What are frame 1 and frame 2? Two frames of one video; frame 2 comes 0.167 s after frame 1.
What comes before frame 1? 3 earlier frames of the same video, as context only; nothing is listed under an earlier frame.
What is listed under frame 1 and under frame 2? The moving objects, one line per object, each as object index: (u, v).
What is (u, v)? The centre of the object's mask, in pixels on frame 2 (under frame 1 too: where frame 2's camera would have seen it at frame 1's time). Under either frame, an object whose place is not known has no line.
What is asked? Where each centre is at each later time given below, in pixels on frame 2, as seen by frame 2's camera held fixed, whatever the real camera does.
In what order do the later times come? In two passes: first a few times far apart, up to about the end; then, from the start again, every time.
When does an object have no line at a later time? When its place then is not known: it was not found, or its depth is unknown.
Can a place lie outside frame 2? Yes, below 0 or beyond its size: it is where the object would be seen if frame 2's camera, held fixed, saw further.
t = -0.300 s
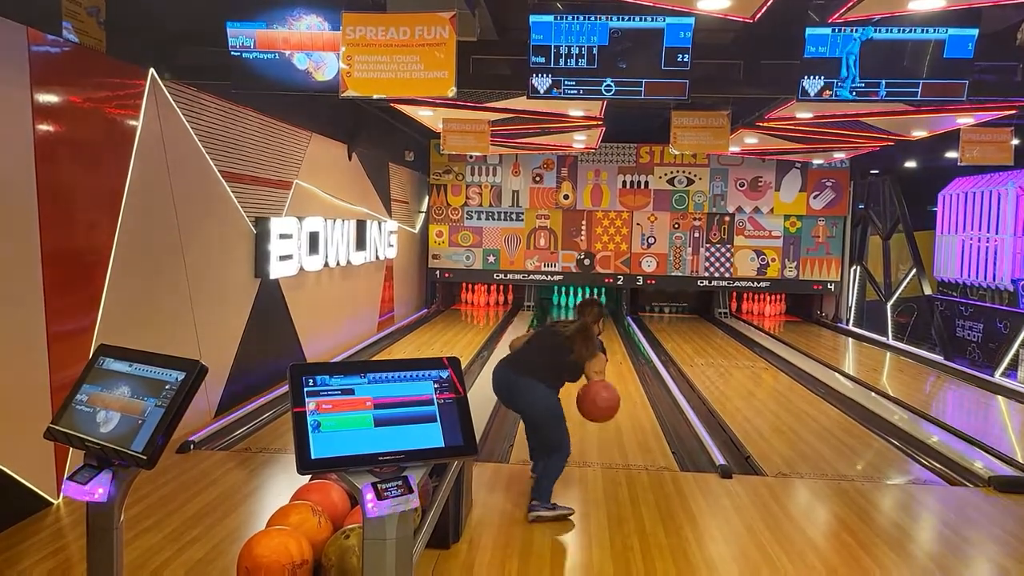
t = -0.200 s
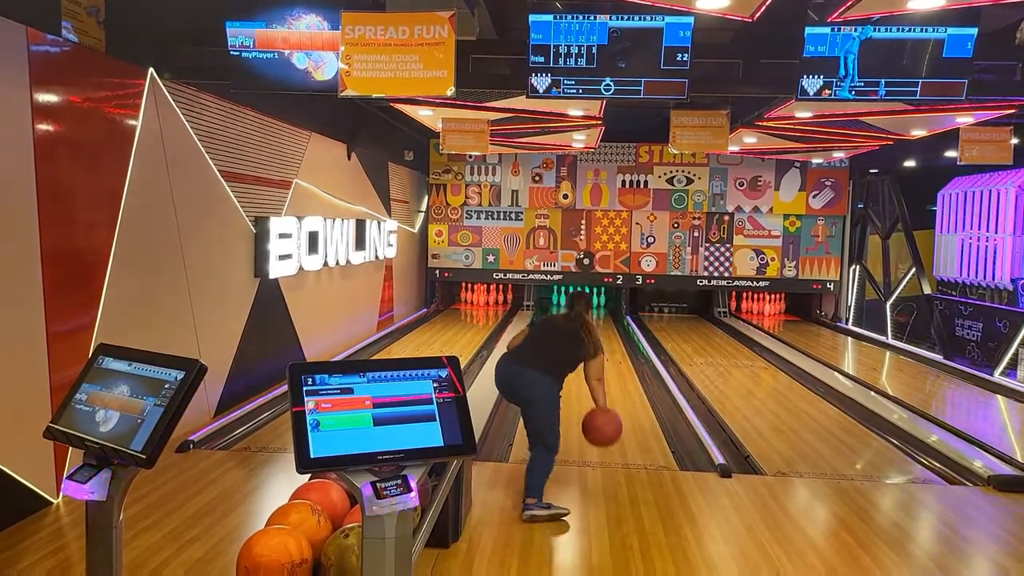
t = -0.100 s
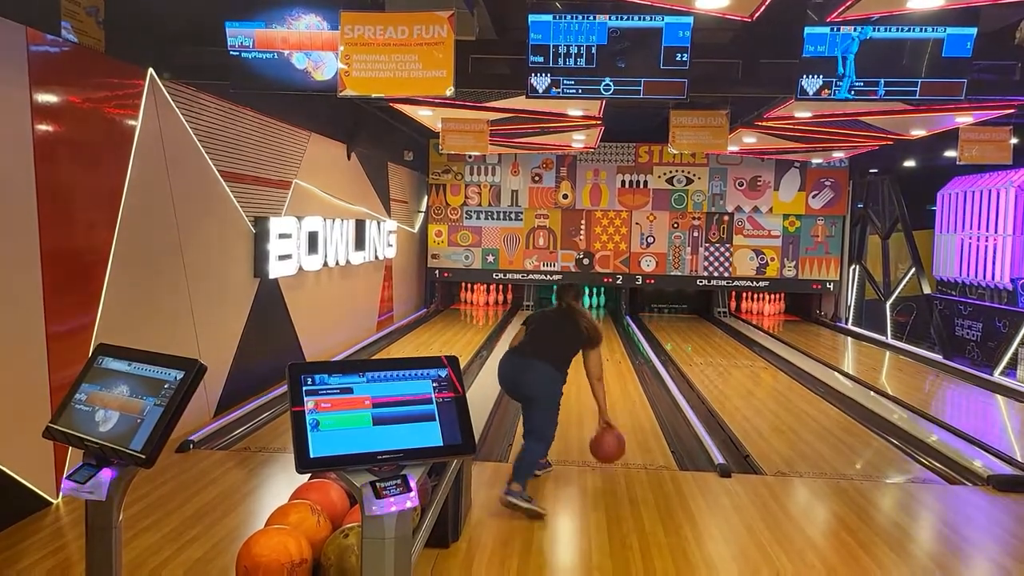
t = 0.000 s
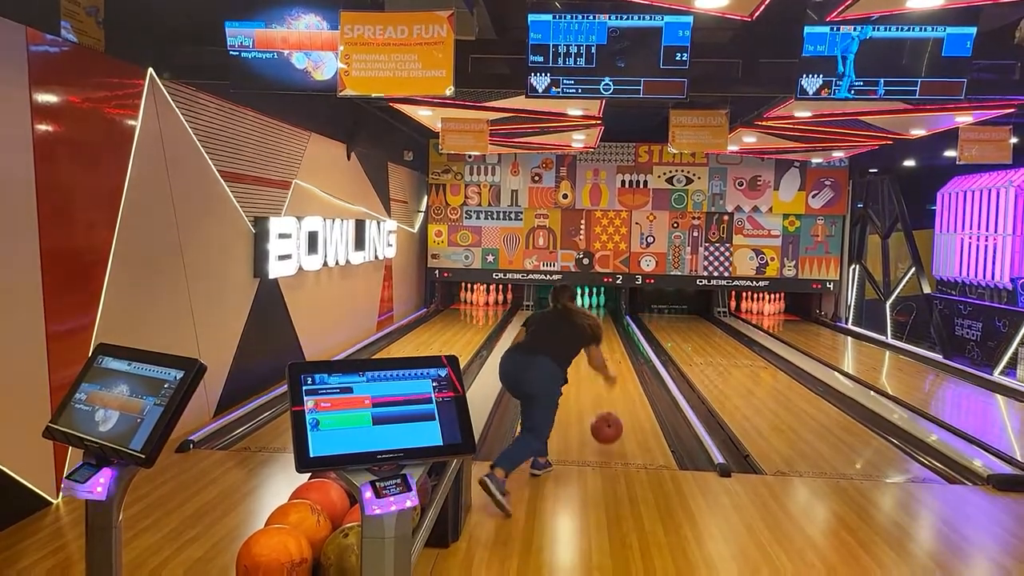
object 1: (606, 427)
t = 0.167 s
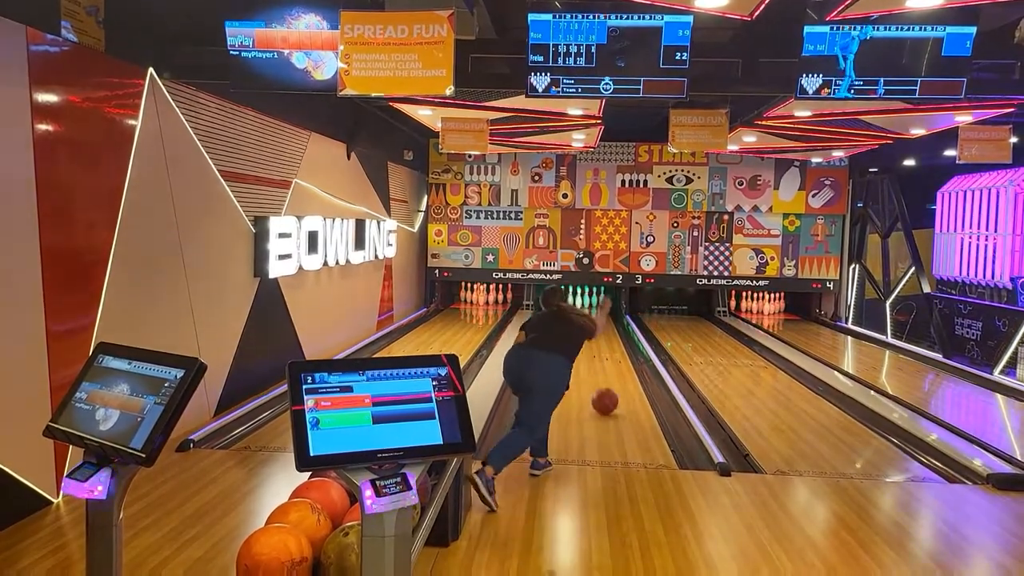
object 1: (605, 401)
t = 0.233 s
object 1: (604, 391)
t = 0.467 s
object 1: (603, 365)
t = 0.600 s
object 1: (602, 354)
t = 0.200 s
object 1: (604, 395)
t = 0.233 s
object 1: (604, 391)
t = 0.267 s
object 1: (604, 387)
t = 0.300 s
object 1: (604, 382)
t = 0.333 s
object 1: (603, 379)
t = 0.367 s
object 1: (603, 375)
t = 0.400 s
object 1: (603, 371)
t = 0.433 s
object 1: (603, 368)
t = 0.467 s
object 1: (603, 365)
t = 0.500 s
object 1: (602, 362)
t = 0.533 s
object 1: (602, 359)
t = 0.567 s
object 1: (602, 357)
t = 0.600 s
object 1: (602, 354)
